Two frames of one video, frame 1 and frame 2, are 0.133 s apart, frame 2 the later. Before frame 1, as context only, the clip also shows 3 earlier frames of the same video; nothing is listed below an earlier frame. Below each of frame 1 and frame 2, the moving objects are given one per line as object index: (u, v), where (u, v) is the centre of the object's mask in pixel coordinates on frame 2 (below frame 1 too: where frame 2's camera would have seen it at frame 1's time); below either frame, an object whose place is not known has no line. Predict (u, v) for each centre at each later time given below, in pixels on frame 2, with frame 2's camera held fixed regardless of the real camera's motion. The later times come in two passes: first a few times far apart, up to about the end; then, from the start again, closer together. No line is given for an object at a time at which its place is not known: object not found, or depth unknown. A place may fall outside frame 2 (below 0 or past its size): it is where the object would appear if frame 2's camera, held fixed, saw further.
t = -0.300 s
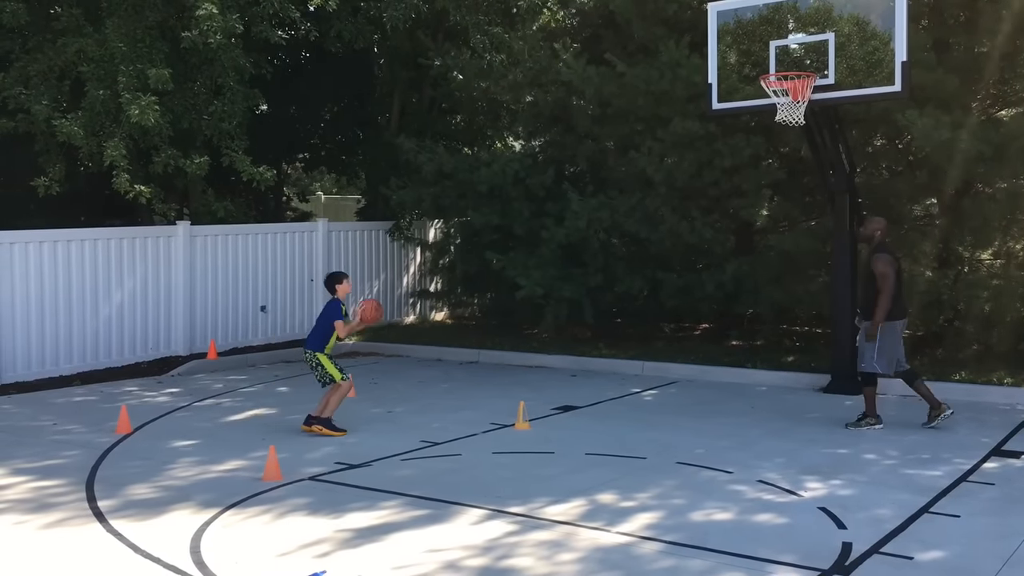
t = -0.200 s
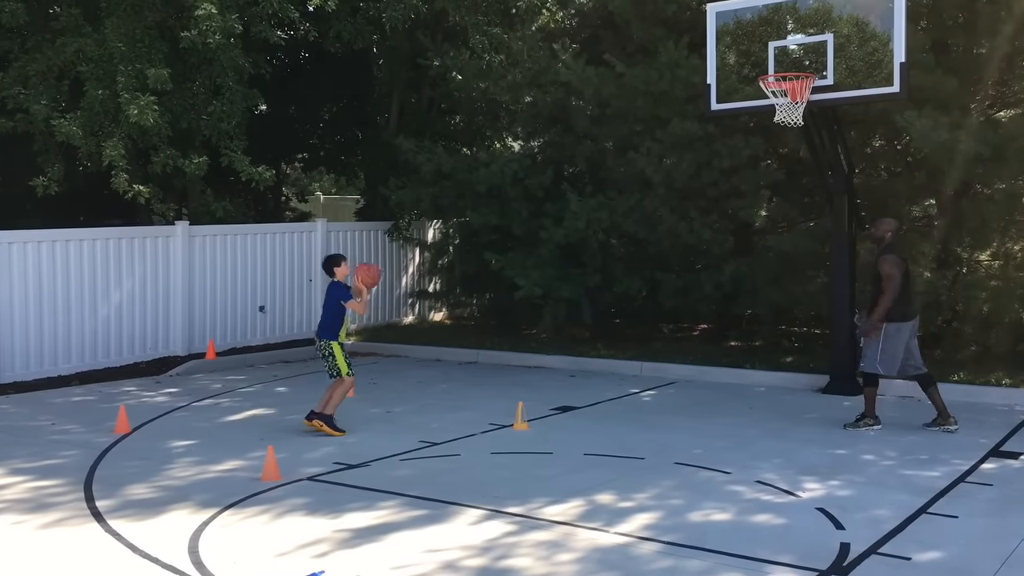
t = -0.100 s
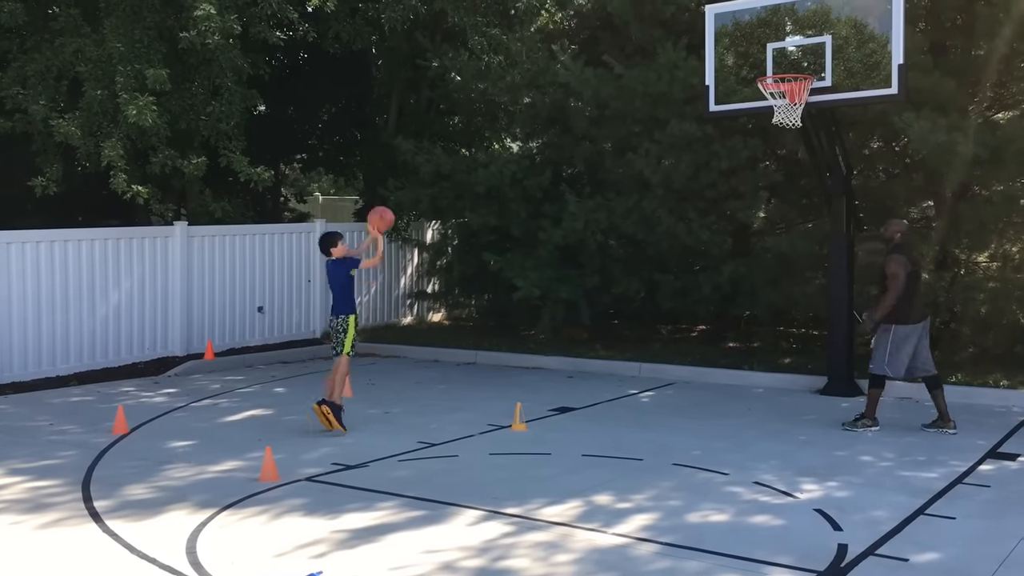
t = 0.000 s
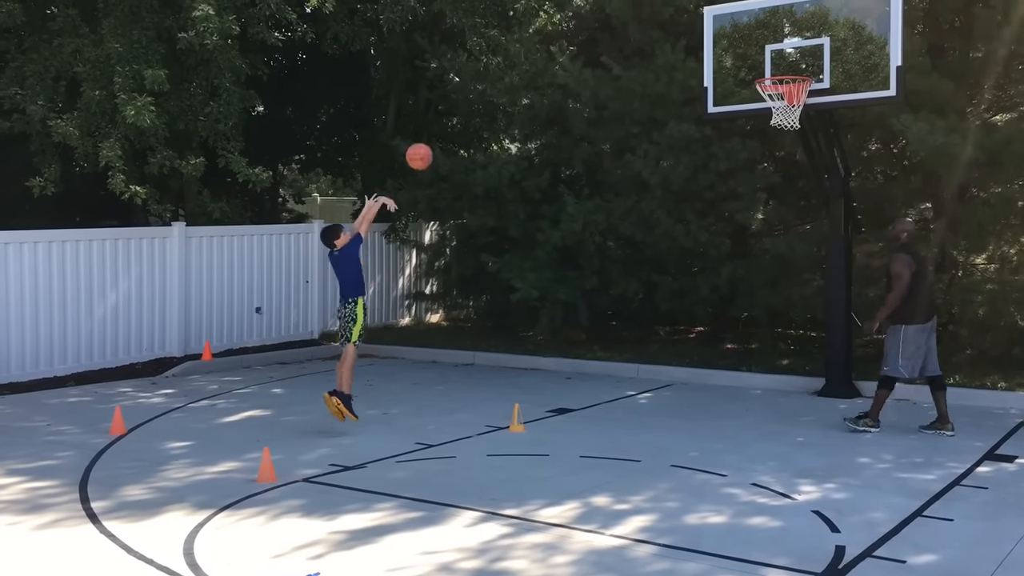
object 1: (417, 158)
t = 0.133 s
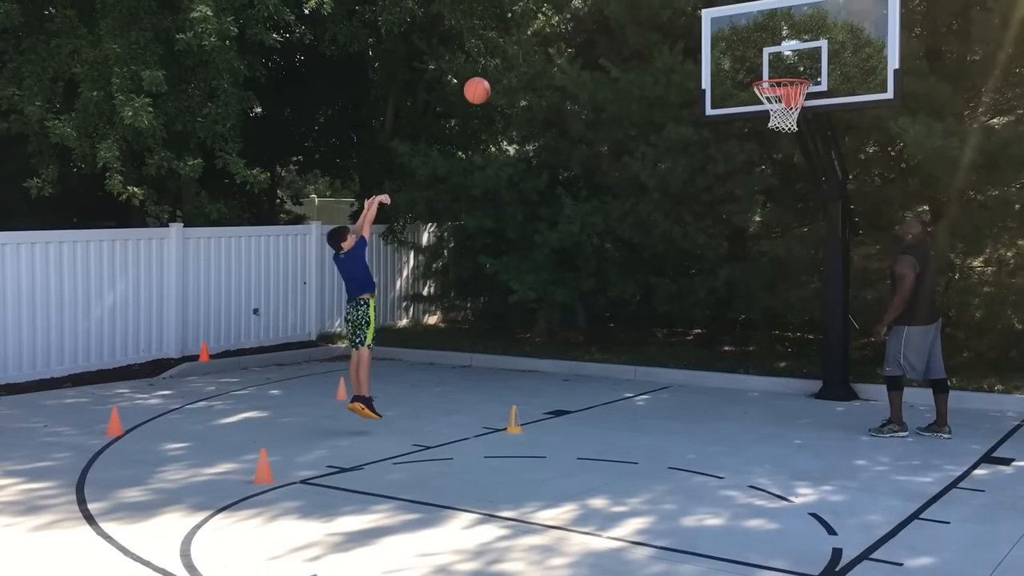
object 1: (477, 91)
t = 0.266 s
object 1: (535, 44)
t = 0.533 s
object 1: (649, 11)
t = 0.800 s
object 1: (757, 57)
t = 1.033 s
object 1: (777, 149)
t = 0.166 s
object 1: (492, 77)
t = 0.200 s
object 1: (506, 64)
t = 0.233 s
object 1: (521, 54)
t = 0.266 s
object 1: (535, 44)
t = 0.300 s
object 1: (550, 35)
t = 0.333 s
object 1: (564, 28)
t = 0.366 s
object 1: (579, 23)
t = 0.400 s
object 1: (593, 18)
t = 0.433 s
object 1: (607, 15)
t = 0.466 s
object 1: (621, 12)
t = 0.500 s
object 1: (635, 11)
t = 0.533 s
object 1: (649, 11)
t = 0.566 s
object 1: (663, 13)
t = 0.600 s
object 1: (677, 15)
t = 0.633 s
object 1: (690, 20)
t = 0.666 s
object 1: (704, 25)
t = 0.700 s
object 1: (718, 32)
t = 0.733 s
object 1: (731, 38)
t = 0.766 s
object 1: (744, 47)
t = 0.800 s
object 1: (757, 57)
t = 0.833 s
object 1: (771, 68)
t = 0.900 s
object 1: (791, 89)
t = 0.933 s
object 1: (792, 96)
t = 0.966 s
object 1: (786, 128)
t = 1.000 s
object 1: (781, 135)
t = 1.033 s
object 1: (777, 149)
